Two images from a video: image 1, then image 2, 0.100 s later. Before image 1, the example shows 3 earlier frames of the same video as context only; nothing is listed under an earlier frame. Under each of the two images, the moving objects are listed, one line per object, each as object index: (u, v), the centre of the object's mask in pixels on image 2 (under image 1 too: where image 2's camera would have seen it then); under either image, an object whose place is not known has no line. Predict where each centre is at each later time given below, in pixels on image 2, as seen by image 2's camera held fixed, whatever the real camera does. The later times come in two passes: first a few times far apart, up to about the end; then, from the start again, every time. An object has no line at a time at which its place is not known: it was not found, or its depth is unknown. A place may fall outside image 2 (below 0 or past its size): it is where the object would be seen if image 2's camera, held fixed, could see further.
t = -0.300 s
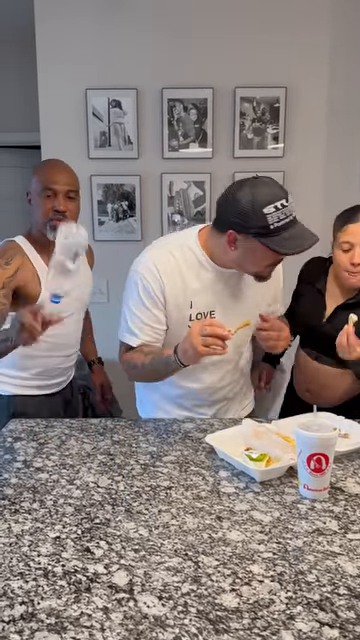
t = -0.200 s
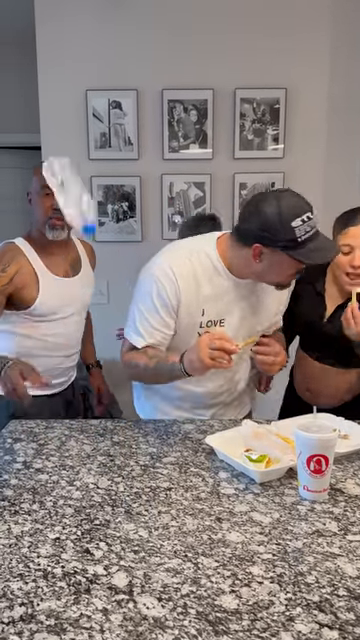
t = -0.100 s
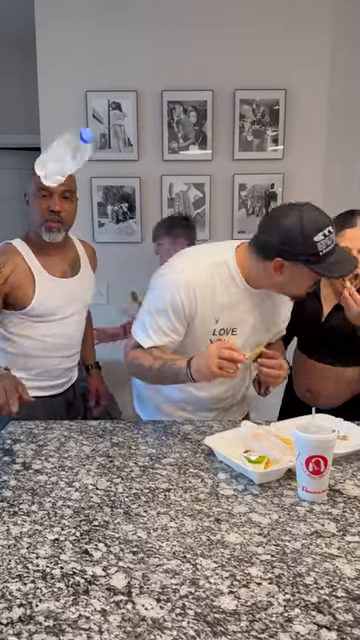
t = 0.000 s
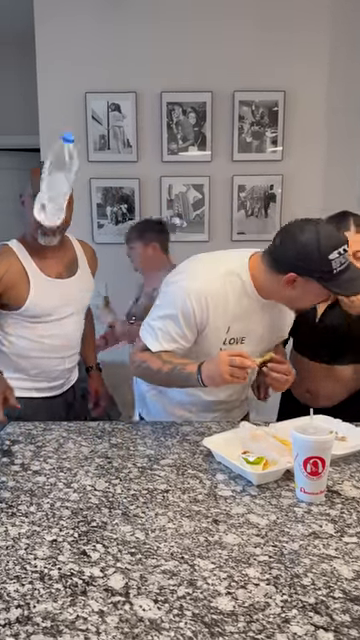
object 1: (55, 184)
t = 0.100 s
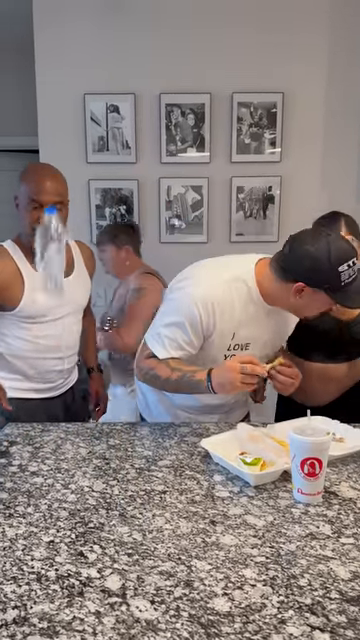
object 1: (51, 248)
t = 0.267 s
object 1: (48, 449)
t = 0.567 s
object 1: (30, 458)
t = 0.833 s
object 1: (32, 457)
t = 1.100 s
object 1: (38, 455)
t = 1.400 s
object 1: (37, 455)
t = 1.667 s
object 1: (35, 455)
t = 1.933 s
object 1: (35, 455)
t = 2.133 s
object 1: (35, 455)
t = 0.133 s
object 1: (49, 291)
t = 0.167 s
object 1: (49, 330)
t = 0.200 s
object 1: (49, 376)
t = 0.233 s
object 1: (49, 418)
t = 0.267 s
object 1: (48, 449)
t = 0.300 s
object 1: (45, 455)
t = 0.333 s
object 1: (44, 460)
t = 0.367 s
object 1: (41, 457)
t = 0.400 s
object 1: (37, 455)
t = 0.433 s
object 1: (34, 455)
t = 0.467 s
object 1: (29, 458)
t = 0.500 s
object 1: (29, 458)
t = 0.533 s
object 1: (29, 458)
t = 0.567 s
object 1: (30, 458)
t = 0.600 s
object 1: (30, 458)
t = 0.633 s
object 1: (30, 458)
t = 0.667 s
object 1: (30, 458)
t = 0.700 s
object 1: (30, 458)
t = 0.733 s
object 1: (30, 458)
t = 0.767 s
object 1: (30, 457)
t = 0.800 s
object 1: (31, 457)
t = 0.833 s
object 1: (32, 457)
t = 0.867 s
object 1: (32, 457)
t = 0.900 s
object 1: (32, 457)
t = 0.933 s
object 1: (34, 456)
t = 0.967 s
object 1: (35, 456)
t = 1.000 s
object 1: (37, 456)
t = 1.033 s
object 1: (37, 455)
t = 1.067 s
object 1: (37, 455)
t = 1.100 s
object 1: (38, 455)
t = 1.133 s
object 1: (38, 455)
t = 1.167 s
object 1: (38, 454)
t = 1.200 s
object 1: (38, 454)
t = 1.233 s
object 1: (38, 454)
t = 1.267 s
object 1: (38, 454)
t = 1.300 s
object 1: (37, 455)
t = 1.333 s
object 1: (37, 454)
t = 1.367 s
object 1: (37, 455)
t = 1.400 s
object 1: (37, 455)
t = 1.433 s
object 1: (36, 455)
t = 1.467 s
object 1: (36, 454)
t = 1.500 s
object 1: (35, 455)
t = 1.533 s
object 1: (35, 455)
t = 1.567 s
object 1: (35, 455)
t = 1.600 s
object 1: (35, 456)
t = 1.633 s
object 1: (35, 456)
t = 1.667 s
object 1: (35, 455)
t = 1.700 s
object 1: (35, 456)
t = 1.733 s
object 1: (35, 455)
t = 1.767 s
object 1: (35, 455)
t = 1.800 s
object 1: (35, 455)
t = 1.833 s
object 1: (35, 455)
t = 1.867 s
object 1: (35, 455)
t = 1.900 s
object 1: (35, 455)
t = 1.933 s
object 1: (35, 455)
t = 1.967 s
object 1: (35, 455)
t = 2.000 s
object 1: (35, 455)
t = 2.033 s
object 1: (35, 455)
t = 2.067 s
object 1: (35, 455)
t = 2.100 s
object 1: (35, 455)
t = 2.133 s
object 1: (35, 455)
